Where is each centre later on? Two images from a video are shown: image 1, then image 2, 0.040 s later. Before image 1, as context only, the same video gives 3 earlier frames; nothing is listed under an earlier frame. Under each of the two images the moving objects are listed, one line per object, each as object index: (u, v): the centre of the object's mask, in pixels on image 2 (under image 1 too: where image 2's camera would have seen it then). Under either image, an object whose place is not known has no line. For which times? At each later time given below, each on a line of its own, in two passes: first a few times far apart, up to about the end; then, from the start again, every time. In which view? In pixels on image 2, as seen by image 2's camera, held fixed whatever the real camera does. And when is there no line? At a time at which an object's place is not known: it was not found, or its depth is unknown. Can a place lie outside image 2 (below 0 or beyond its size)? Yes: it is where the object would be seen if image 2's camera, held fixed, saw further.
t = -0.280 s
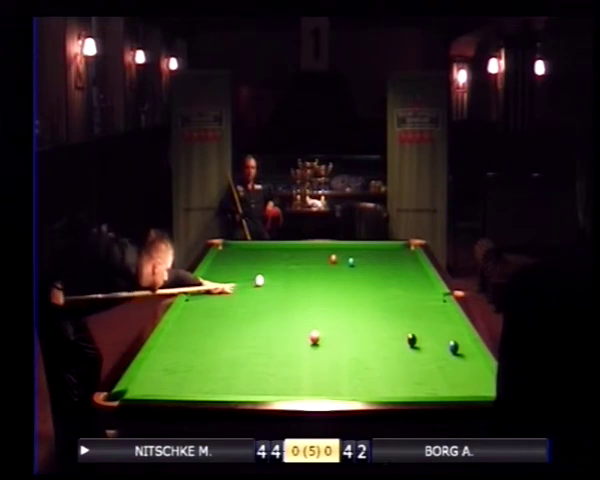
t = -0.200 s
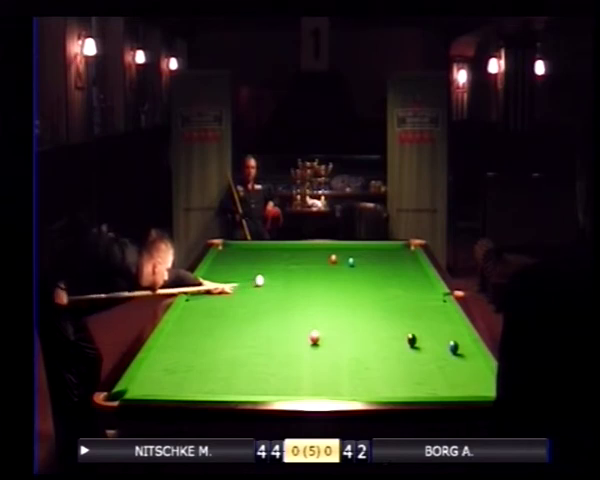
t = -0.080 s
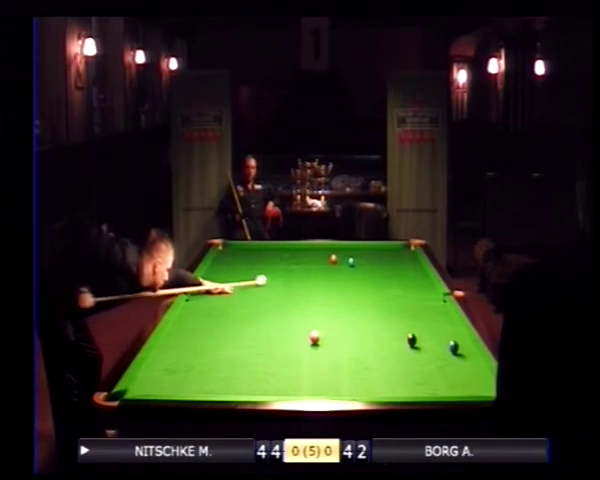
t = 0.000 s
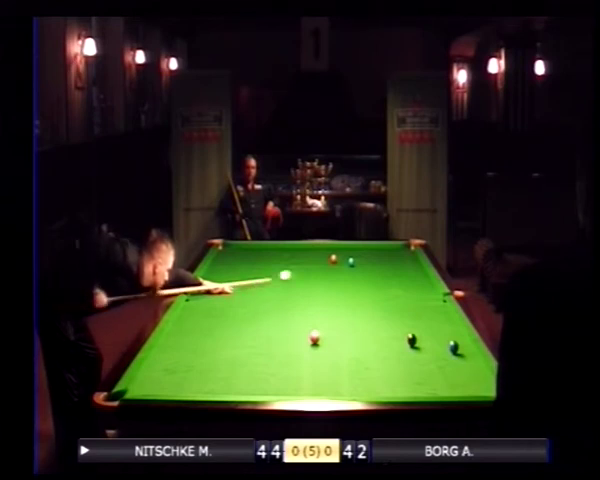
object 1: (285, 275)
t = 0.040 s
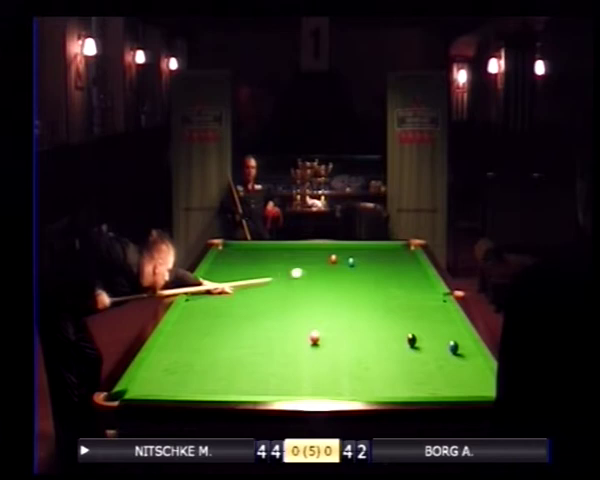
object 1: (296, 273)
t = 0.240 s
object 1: (344, 263)
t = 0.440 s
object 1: (356, 263)
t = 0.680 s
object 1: (367, 264)
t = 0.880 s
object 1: (376, 264)
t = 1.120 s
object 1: (386, 265)
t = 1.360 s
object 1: (395, 265)
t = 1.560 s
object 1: (403, 266)
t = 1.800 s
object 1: (411, 266)
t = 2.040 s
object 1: (419, 267)
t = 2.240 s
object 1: (420, 267)
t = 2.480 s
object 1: (416, 267)
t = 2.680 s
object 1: (413, 268)
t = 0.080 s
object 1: (307, 271)
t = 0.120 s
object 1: (317, 268)
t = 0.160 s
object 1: (327, 266)
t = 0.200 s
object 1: (336, 265)
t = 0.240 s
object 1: (344, 263)
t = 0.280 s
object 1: (348, 263)
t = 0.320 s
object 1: (350, 263)
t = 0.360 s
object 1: (352, 263)
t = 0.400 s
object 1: (354, 263)
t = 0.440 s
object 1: (356, 263)
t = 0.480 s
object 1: (358, 263)
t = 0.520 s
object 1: (359, 263)
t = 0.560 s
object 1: (362, 263)
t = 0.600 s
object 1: (363, 263)
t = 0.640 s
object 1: (365, 263)
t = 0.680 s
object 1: (367, 264)
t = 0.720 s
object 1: (369, 264)
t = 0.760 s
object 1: (371, 264)
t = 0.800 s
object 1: (372, 264)
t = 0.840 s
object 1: (374, 264)
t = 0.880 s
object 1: (376, 264)
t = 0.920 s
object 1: (377, 264)
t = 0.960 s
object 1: (379, 264)
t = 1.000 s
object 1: (381, 264)
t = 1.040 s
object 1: (383, 265)
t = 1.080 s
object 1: (384, 265)
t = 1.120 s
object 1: (386, 265)
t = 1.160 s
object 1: (388, 265)
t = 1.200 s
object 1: (389, 265)
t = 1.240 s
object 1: (391, 265)
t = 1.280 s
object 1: (392, 265)
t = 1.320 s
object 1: (394, 265)
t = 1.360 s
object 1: (395, 265)
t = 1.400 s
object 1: (397, 265)
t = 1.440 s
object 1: (398, 265)
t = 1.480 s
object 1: (400, 265)
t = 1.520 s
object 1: (401, 266)
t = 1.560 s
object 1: (403, 266)
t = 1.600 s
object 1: (404, 266)
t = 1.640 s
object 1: (405, 266)
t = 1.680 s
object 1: (407, 266)
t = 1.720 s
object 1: (408, 266)
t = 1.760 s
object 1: (410, 266)
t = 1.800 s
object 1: (411, 266)
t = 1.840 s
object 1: (412, 266)
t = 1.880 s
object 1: (413, 266)
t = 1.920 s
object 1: (415, 266)
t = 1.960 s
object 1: (416, 267)
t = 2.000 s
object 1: (417, 267)
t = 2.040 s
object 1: (419, 267)
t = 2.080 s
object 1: (420, 267)
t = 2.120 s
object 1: (421, 267)
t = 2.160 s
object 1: (421, 267)
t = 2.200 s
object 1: (420, 267)
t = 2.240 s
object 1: (420, 267)
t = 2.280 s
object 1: (419, 267)
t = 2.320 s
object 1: (418, 267)
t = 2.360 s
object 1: (418, 267)
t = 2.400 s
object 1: (417, 267)
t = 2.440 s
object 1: (416, 267)
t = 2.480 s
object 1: (416, 267)
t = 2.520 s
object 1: (415, 267)
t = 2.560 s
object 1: (414, 267)
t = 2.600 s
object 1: (414, 267)
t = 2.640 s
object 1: (413, 268)
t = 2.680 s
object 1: (413, 268)
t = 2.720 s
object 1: (412, 268)
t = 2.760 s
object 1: (412, 267)
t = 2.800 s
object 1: (411, 268)
